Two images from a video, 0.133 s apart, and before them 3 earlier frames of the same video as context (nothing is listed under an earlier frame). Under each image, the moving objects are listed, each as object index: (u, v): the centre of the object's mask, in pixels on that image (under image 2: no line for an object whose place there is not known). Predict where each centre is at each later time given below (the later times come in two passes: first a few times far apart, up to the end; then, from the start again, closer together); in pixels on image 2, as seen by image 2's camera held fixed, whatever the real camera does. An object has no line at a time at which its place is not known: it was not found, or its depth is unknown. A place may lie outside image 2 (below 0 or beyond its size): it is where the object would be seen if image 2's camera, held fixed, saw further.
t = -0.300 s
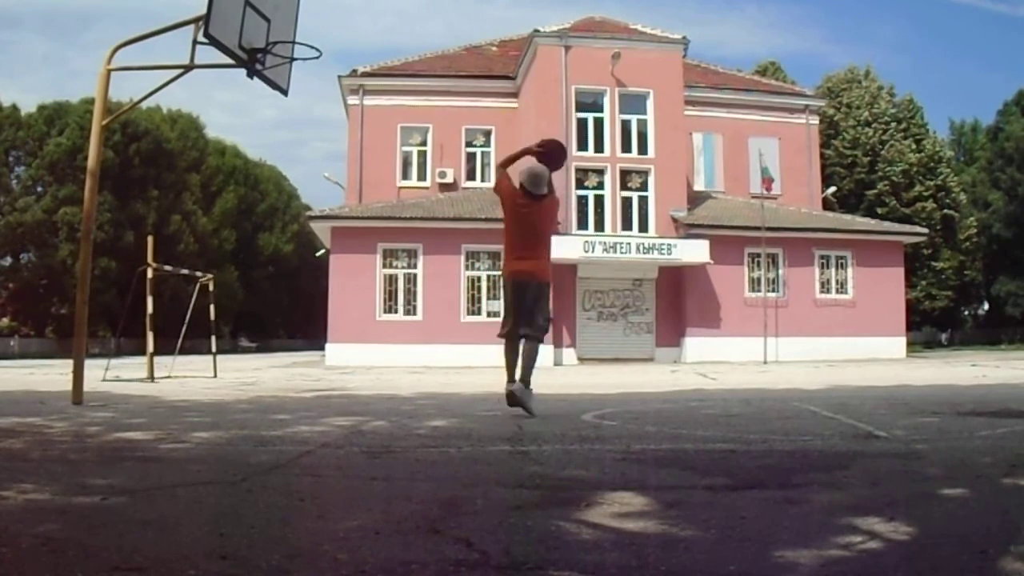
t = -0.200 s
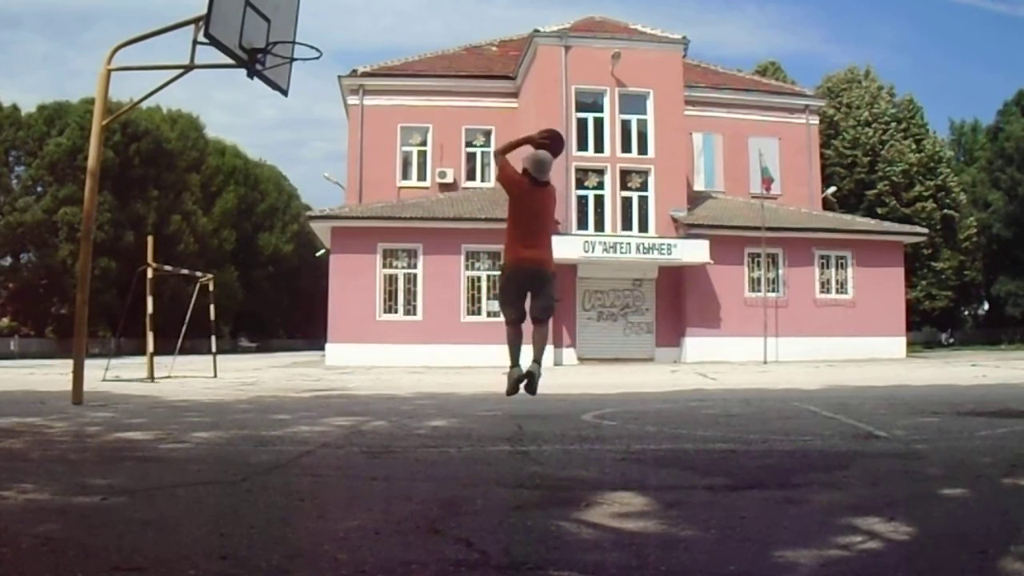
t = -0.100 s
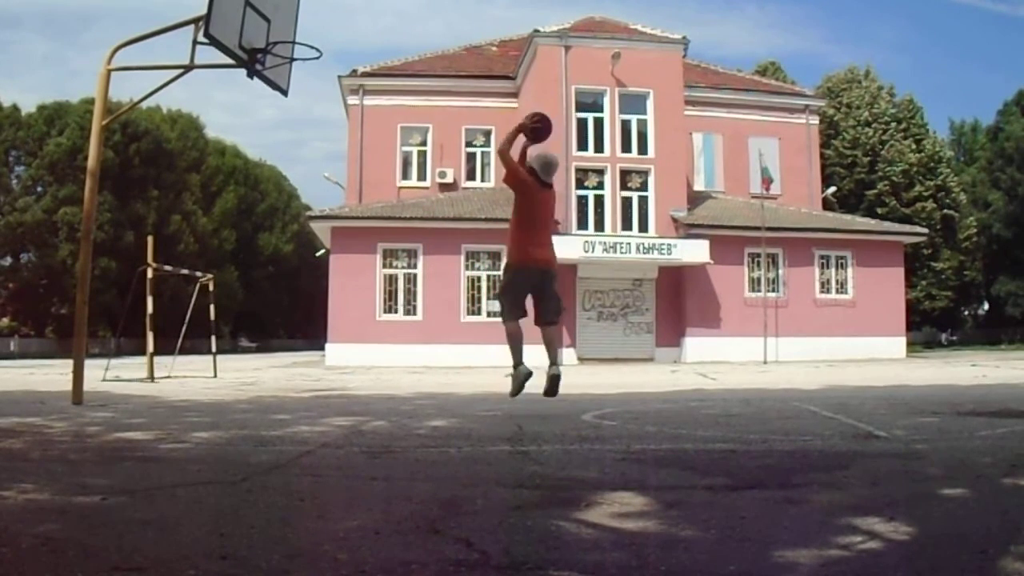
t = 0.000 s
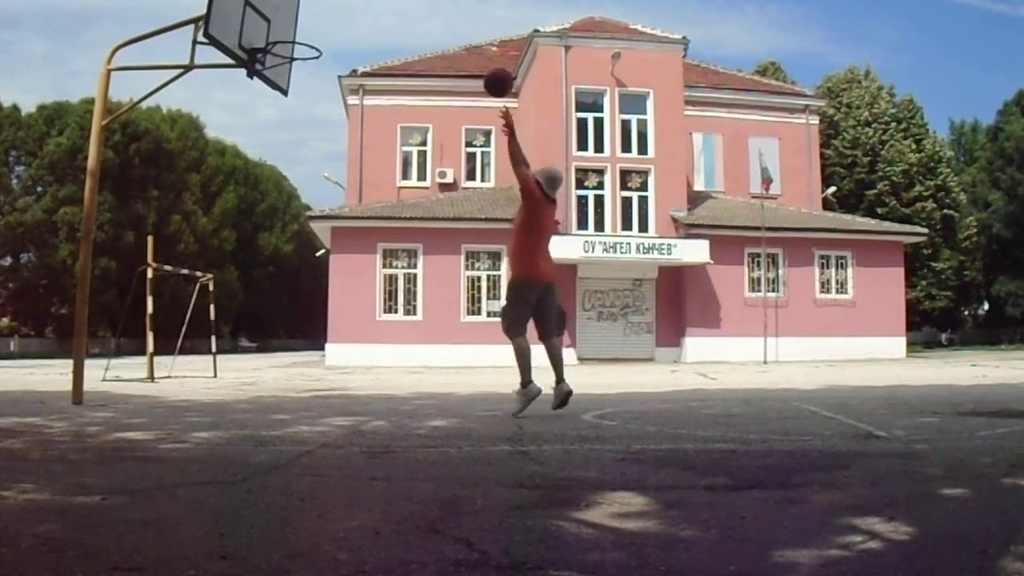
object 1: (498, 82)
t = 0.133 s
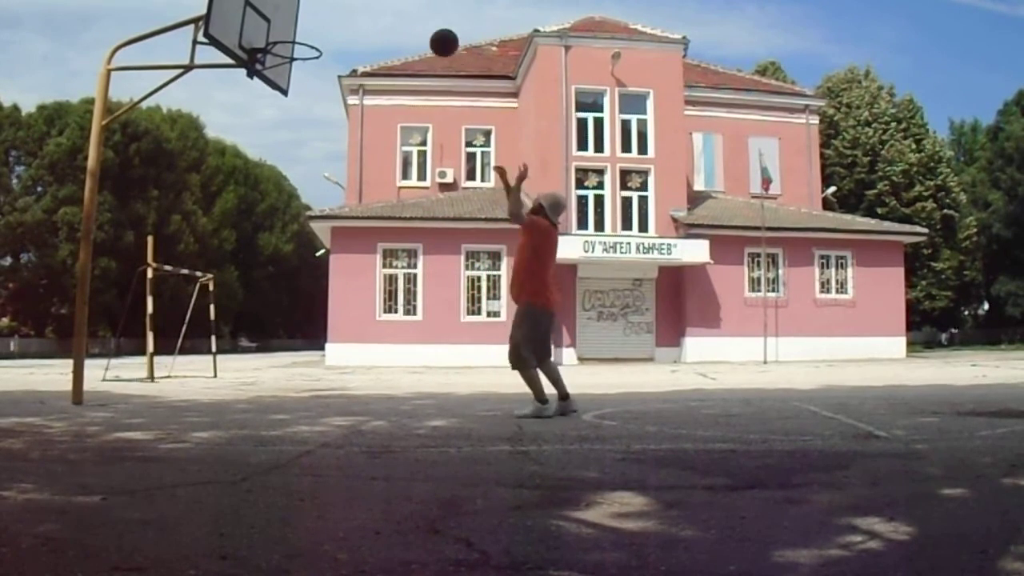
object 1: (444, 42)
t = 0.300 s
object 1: (380, 25)
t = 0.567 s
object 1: (289, 44)
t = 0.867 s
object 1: (281, 34)
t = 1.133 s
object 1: (312, 41)
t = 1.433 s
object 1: (304, 45)
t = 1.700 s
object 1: (303, 51)
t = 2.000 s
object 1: (309, 118)
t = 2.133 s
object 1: (311, 179)
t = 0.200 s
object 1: (418, 32)
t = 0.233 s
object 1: (405, 28)
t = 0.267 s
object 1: (392, 26)
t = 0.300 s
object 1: (380, 25)
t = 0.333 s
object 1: (368, 26)
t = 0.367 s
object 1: (356, 27)
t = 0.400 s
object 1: (343, 30)
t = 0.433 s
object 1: (332, 34)
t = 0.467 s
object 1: (319, 40)
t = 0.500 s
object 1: (308, 44)
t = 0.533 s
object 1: (297, 45)
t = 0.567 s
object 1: (289, 44)
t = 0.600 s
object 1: (283, 41)
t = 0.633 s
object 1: (277, 38)
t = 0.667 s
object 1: (271, 36)
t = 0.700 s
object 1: (267, 35)
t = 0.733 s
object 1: (271, 32)
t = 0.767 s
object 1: (273, 31)
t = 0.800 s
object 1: (276, 30)
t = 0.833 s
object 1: (279, 31)
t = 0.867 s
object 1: (281, 34)
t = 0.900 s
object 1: (285, 34)
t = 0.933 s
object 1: (290, 34)
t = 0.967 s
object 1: (295, 36)
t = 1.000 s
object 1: (300, 37)
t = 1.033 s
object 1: (304, 37)
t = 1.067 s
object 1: (308, 39)
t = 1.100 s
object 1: (311, 40)
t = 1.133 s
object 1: (312, 41)
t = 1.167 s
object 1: (313, 43)
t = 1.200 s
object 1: (312, 42)
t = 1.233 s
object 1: (312, 43)
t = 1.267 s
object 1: (310, 44)
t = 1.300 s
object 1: (309, 44)
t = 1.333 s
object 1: (308, 44)
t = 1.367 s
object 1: (307, 44)
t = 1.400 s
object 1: (305, 44)
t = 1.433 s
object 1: (304, 45)
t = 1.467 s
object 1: (303, 44)
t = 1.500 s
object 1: (302, 45)
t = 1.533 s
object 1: (302, 45)
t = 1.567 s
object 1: (301, 46)
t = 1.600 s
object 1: (301, 46)
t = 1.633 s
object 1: (302, 48)
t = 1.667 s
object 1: (302, 49)
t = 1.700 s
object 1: (303, 51)
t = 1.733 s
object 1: (304, 54)
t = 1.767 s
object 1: (305, 58)
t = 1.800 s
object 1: (306, 63)
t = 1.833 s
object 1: (306, 69)
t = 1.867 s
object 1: (307, 76)
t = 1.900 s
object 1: (308, 85)
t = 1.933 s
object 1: (308, 94)
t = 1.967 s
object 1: (308, 105)
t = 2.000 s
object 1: (309, 118)
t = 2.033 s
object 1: (309, 131)
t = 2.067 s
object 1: (310, 146)
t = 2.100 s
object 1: (310, 162)
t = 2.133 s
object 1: (311, 179)
